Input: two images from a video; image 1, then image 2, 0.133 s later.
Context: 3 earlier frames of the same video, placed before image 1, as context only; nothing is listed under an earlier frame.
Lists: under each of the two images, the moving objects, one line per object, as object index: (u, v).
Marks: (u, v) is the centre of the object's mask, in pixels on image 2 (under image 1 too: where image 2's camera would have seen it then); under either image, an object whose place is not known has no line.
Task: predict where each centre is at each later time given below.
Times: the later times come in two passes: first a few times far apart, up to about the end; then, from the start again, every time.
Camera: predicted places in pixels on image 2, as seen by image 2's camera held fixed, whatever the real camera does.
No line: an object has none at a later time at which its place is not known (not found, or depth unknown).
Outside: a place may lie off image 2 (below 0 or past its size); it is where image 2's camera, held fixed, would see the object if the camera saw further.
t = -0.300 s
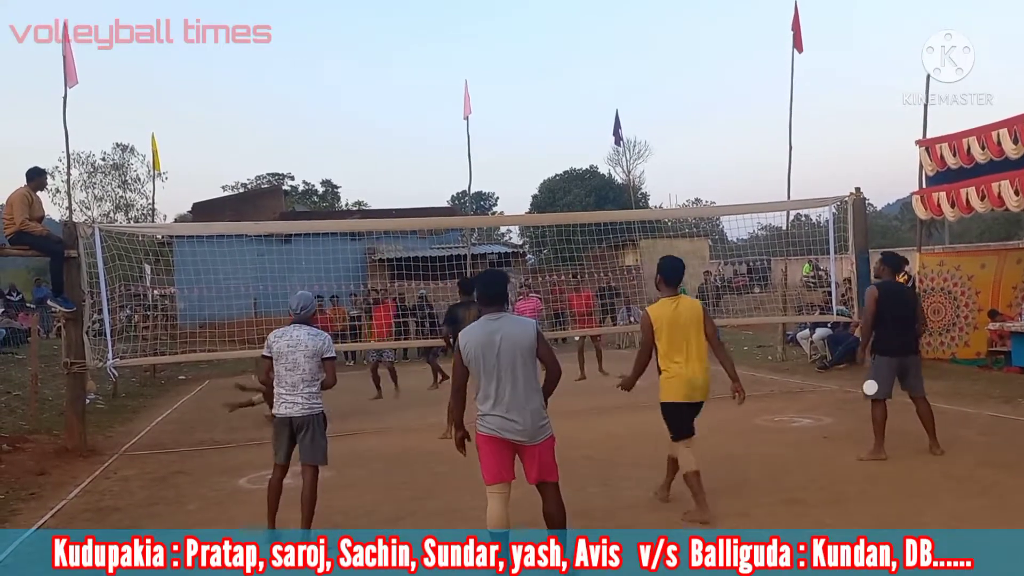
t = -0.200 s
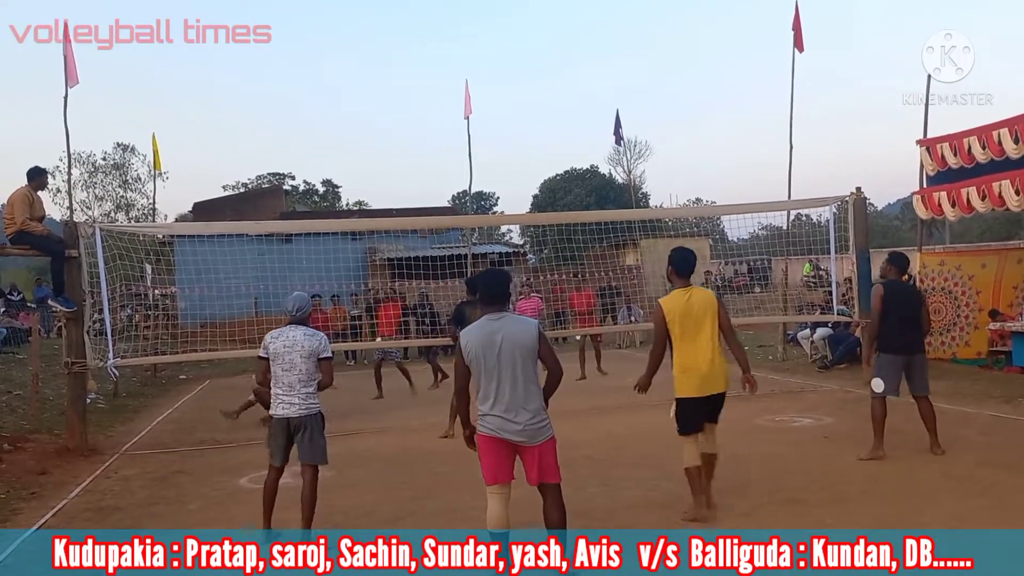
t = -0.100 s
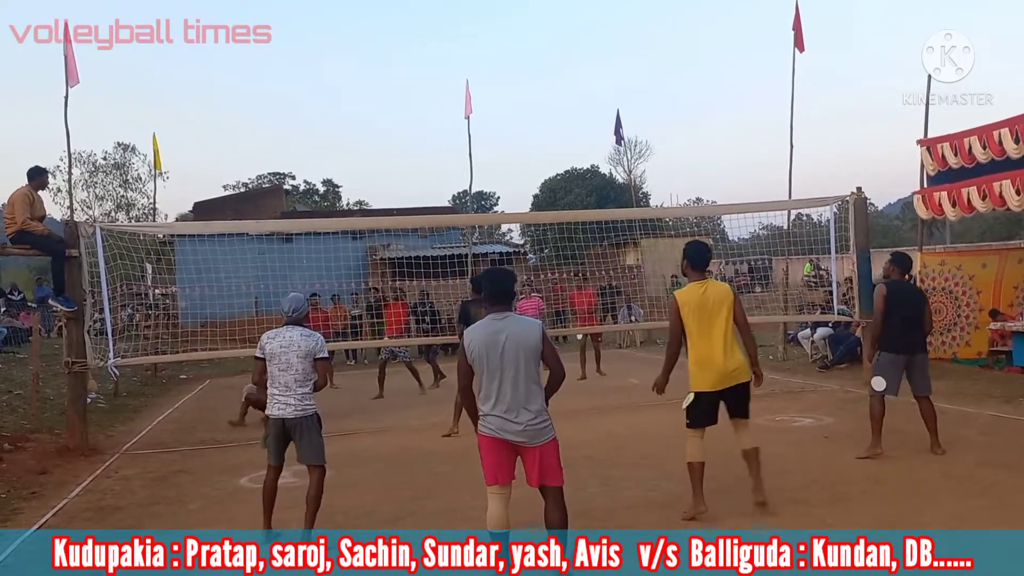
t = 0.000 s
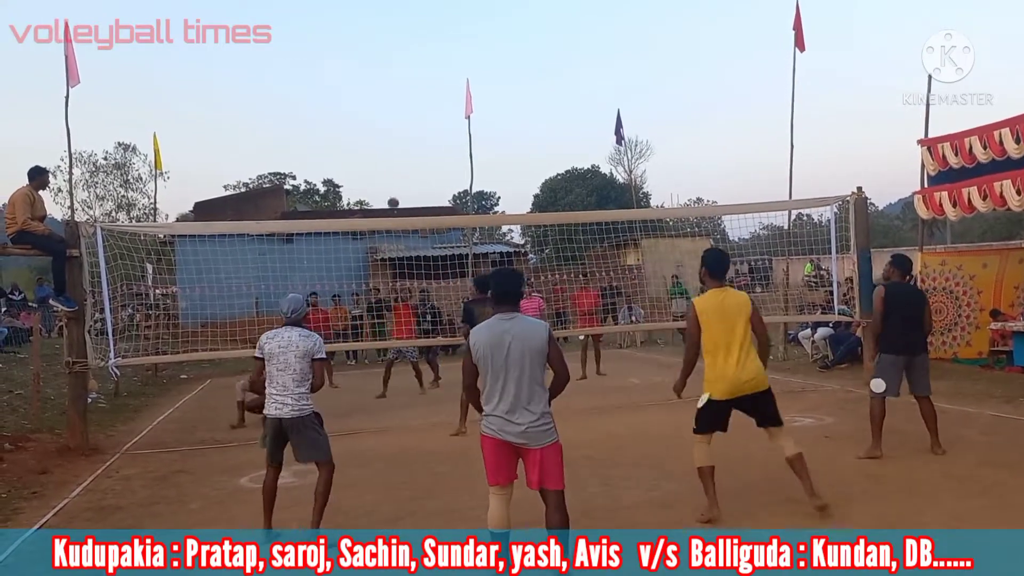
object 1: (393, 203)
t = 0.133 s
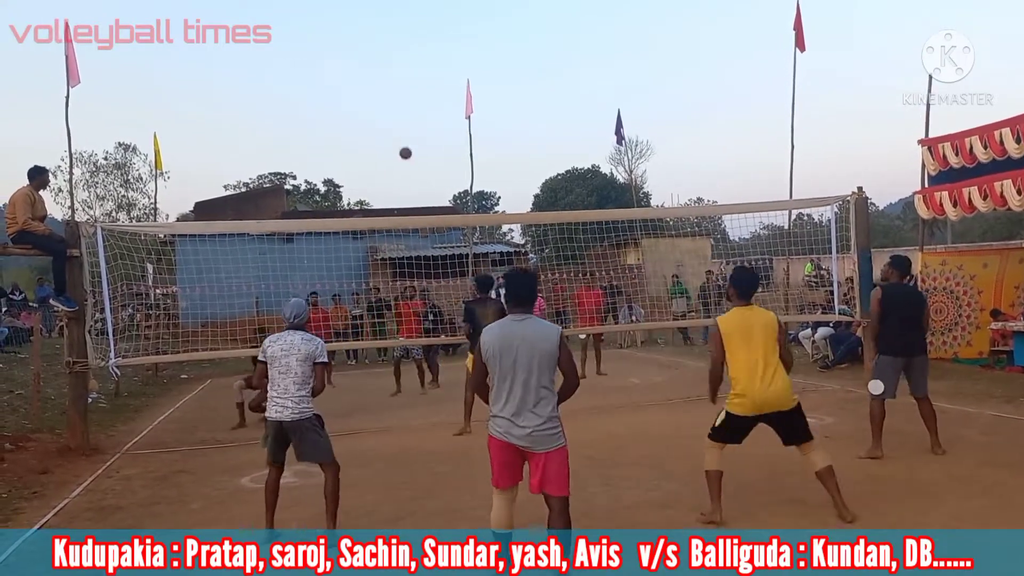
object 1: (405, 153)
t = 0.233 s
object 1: (416, 119)
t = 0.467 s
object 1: (450, 59)
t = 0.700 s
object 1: (501, 37)
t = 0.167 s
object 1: (409, 141)
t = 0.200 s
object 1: (412, 130)
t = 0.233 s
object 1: (416, 119)
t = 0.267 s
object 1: (420, 109)
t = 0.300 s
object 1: (424, 99)
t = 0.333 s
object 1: (429, 89)
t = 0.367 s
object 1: (434, 81)
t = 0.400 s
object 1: (439, 73)
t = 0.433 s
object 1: (444, 65)
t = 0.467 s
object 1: (450, 59)
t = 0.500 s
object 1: (456, 53)
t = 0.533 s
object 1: (463, 48)
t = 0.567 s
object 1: (469, 43)
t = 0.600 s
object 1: (476, 40)
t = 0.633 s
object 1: (484, 38)
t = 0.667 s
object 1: (492, 36)
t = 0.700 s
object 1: (501, 37)
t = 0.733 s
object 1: (511, 38)
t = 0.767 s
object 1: (521, 41)
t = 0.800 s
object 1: (532, 46)
